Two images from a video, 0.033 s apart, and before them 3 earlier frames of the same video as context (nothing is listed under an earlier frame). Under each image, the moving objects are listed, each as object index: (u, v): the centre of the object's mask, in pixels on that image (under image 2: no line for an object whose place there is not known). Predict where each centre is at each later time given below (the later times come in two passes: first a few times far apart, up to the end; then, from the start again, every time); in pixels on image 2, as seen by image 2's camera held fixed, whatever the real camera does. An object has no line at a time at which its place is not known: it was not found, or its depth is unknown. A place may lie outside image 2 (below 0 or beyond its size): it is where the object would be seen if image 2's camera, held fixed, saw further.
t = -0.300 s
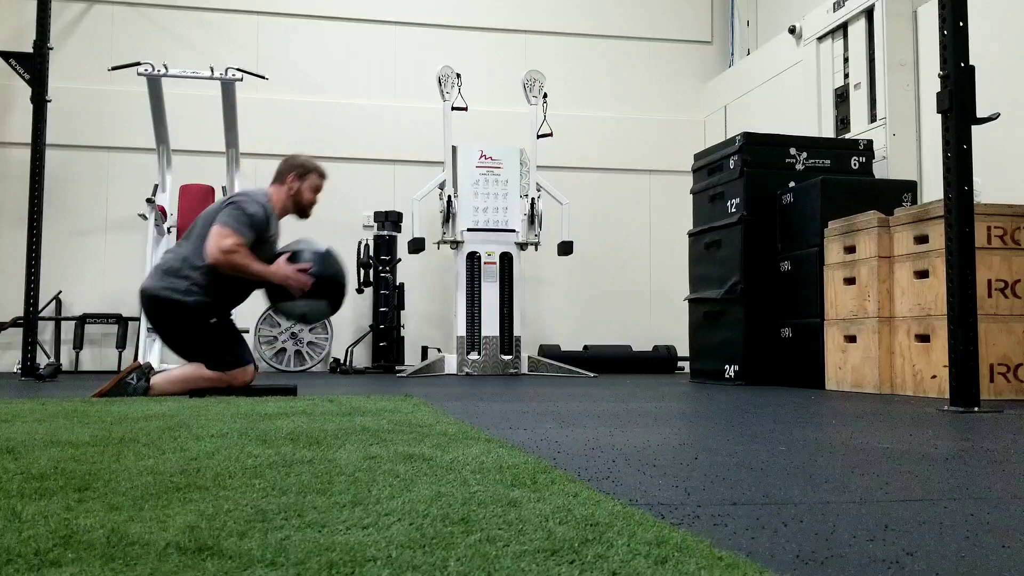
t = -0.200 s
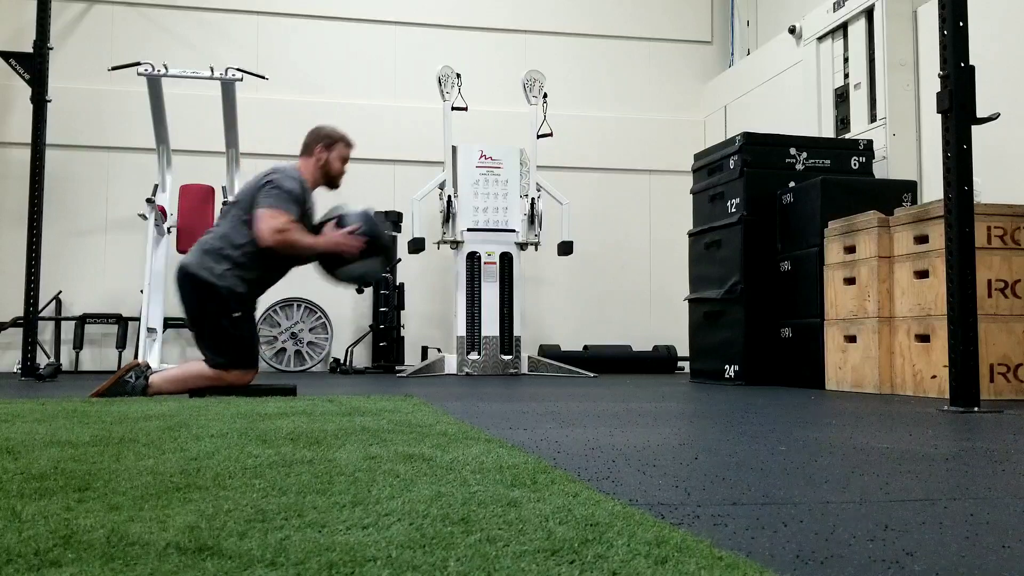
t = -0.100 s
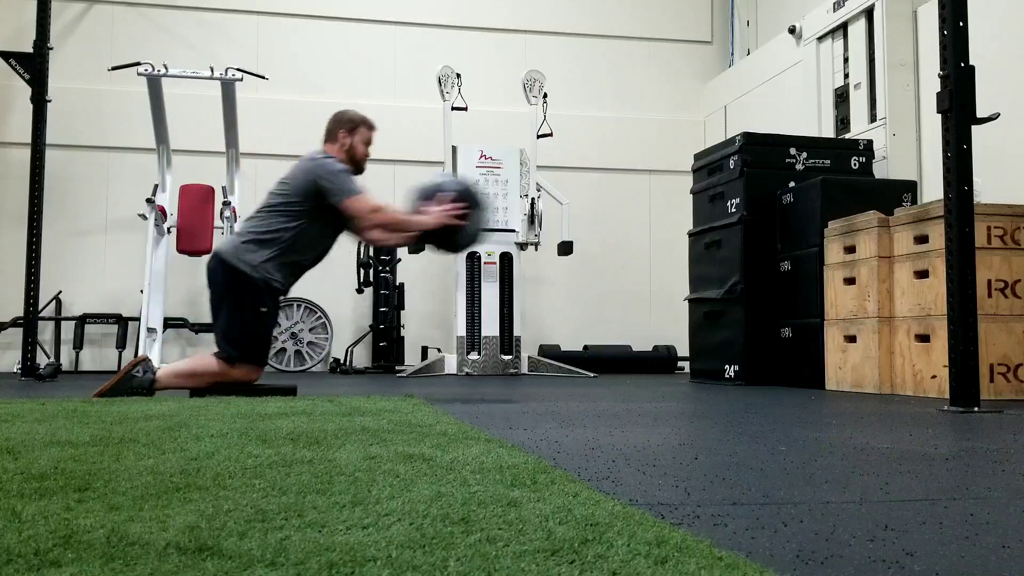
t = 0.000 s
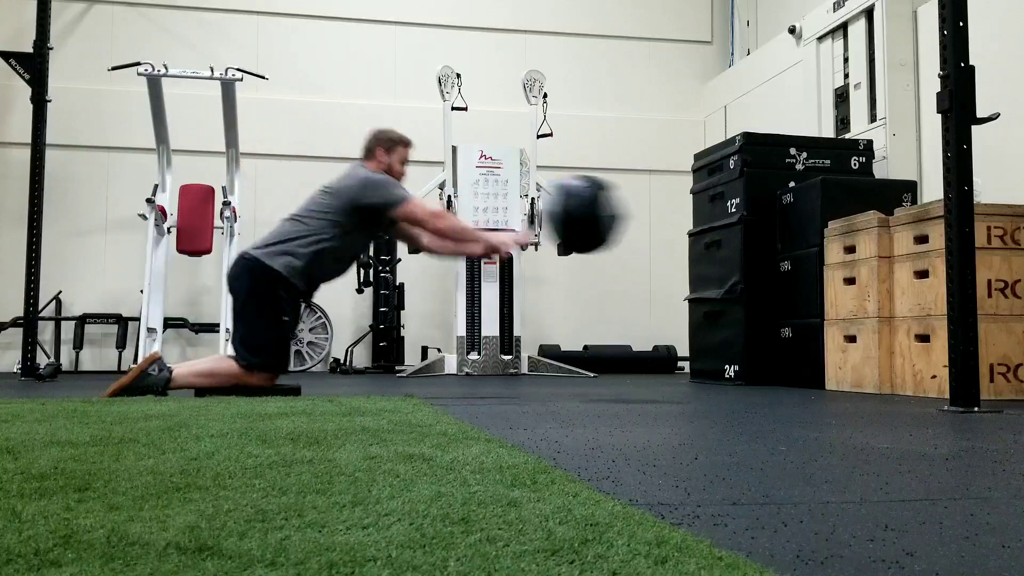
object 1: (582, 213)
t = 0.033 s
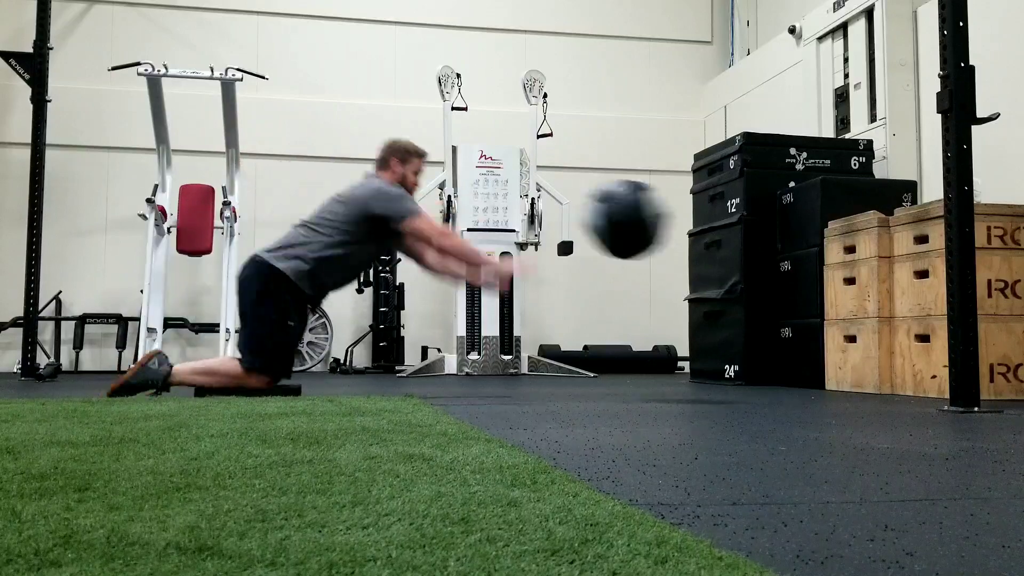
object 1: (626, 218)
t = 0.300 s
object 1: (880, 337)
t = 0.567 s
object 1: (762, 327)
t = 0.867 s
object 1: (628, 347)
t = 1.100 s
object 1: (556, 359)
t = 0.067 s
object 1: (672, 225)
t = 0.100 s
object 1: (717, 237)
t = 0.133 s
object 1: (752, 245)
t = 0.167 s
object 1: (794, 264)
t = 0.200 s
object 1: (835, 281)
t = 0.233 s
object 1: (881, 302)
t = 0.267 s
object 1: (898, 323)
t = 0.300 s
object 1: (880, 337)
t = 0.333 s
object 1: (862, 356)
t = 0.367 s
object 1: (847, 367)
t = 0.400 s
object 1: (832, 359)
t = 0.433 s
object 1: (818, 350)
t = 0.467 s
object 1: (804, 340)
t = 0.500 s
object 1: (789, 334)
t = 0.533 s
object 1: (776, 331)
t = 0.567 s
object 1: (762, 327)
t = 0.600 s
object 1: (744, 328)
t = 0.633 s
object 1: (729, 332)
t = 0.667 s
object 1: (715, 334)
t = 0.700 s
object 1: (697, 344)
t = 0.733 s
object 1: (681, 356)
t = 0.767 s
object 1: (663, 364)
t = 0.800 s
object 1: (650, 357)
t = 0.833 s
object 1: (640, 351)
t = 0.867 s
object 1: (628, 347)
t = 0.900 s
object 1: (617, 345)
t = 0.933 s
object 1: (606, 345)
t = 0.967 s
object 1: (595, 348)
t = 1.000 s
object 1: (585, 353)
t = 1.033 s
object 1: (575, 360)
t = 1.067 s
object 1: (565, 362)
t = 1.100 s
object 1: (556, 359)
